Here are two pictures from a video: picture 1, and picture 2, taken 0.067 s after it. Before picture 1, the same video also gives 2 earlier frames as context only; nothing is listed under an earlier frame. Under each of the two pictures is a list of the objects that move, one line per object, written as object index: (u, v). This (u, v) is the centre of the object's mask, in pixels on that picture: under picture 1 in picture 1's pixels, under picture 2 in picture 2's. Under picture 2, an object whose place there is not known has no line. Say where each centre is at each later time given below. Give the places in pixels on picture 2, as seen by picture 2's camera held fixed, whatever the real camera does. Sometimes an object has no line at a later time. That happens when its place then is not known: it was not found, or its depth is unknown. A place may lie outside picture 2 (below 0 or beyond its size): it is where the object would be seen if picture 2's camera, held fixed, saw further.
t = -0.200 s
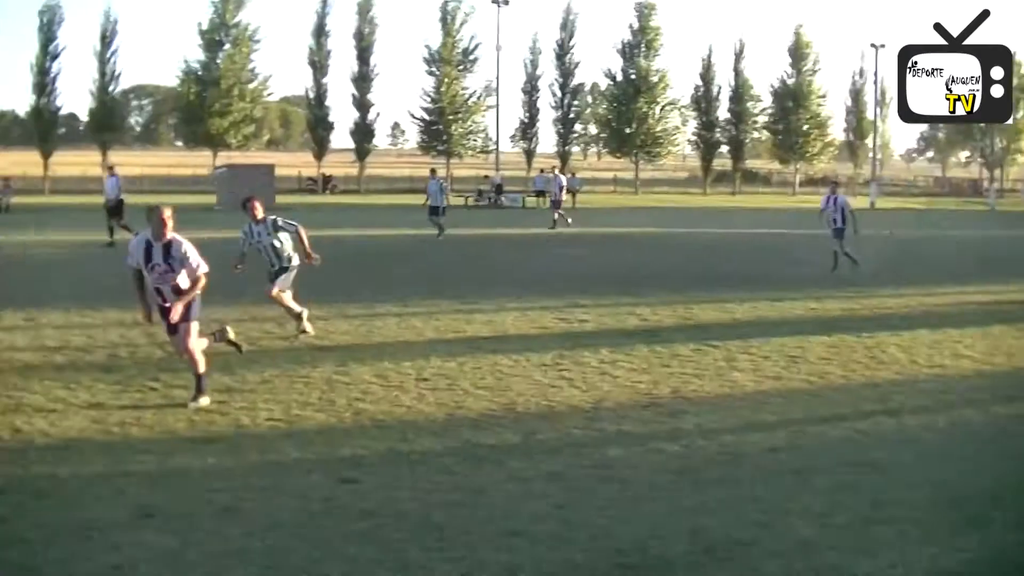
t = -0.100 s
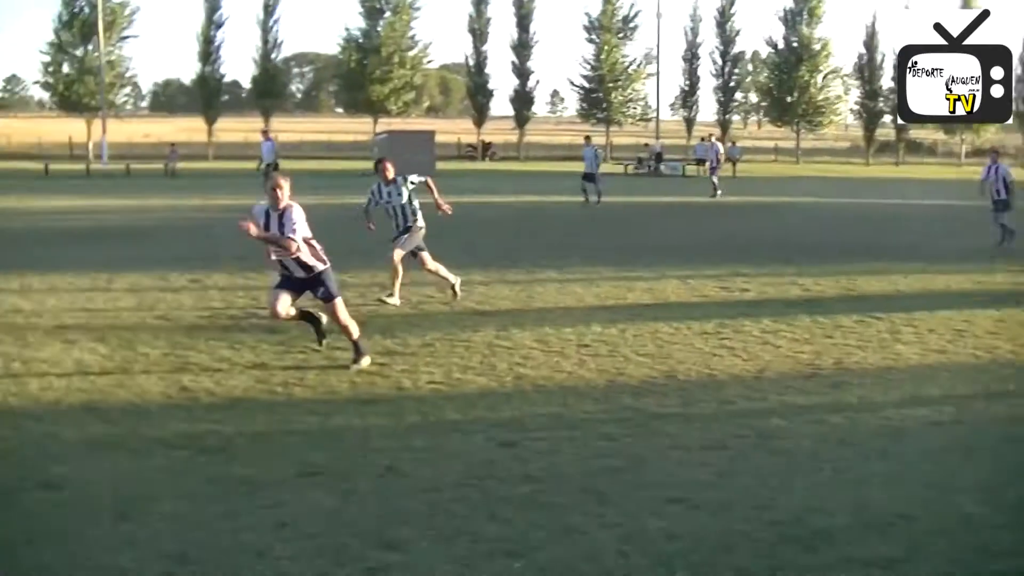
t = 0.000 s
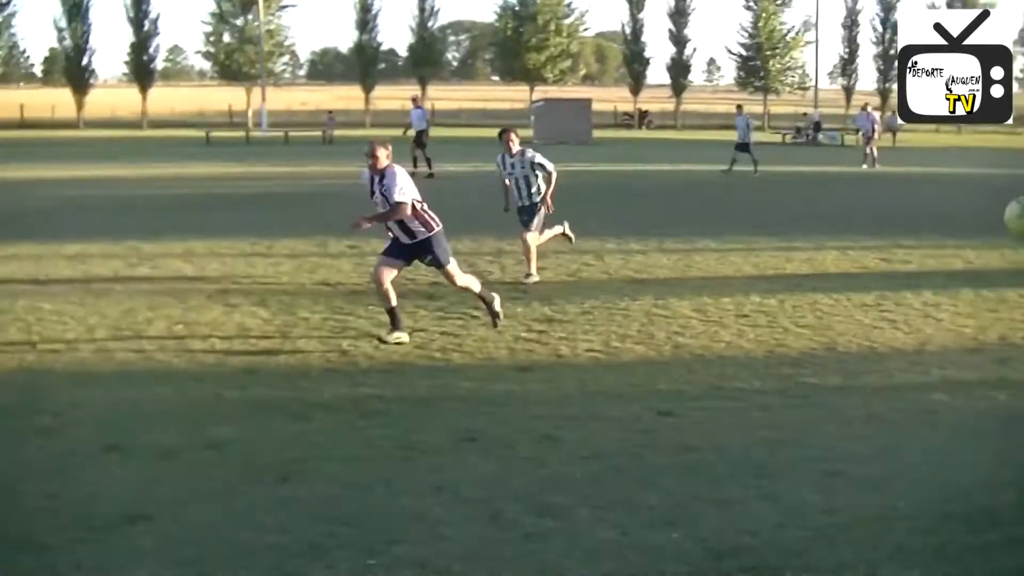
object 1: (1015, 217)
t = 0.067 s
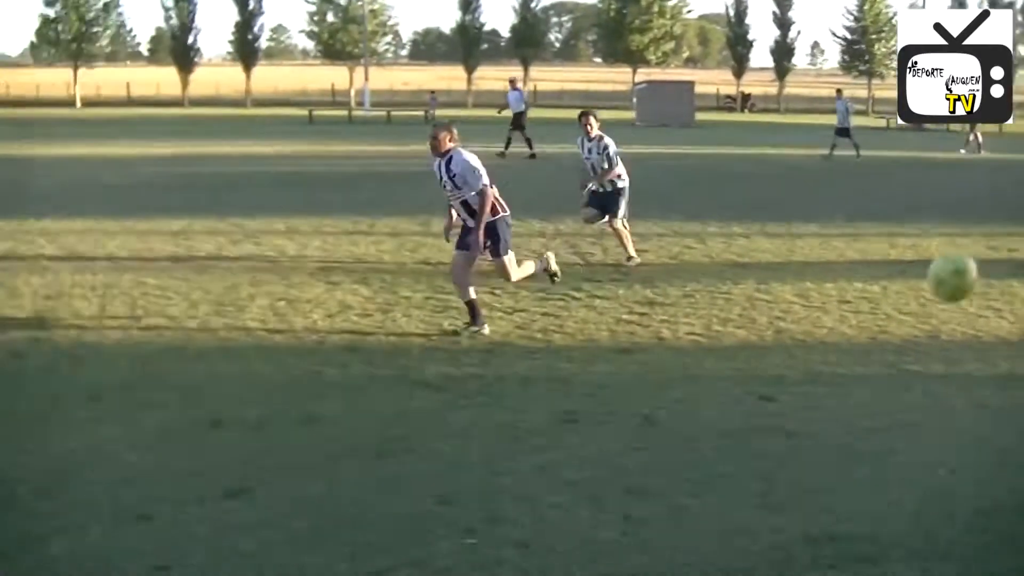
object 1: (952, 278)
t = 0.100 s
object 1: (854, 315)
